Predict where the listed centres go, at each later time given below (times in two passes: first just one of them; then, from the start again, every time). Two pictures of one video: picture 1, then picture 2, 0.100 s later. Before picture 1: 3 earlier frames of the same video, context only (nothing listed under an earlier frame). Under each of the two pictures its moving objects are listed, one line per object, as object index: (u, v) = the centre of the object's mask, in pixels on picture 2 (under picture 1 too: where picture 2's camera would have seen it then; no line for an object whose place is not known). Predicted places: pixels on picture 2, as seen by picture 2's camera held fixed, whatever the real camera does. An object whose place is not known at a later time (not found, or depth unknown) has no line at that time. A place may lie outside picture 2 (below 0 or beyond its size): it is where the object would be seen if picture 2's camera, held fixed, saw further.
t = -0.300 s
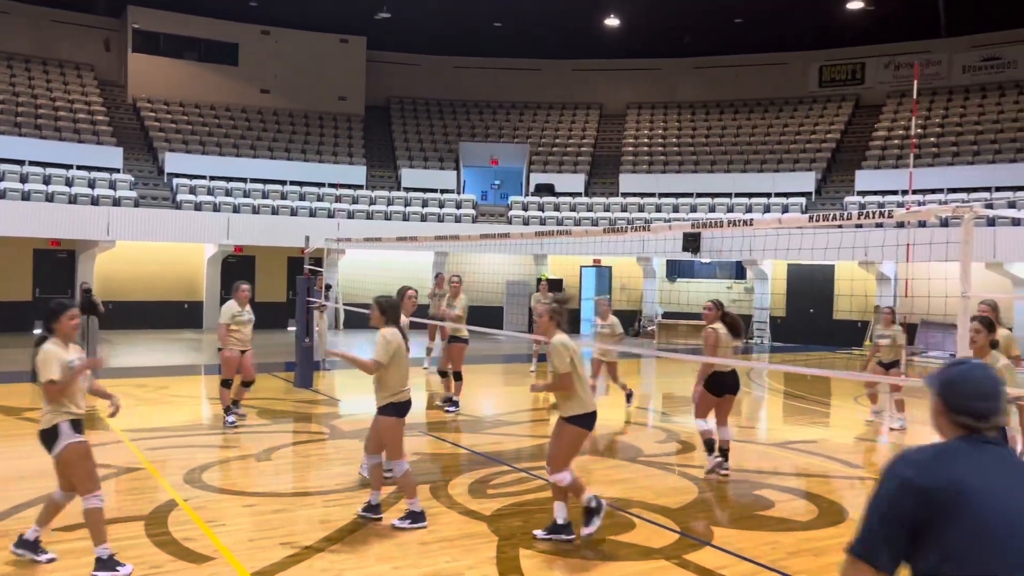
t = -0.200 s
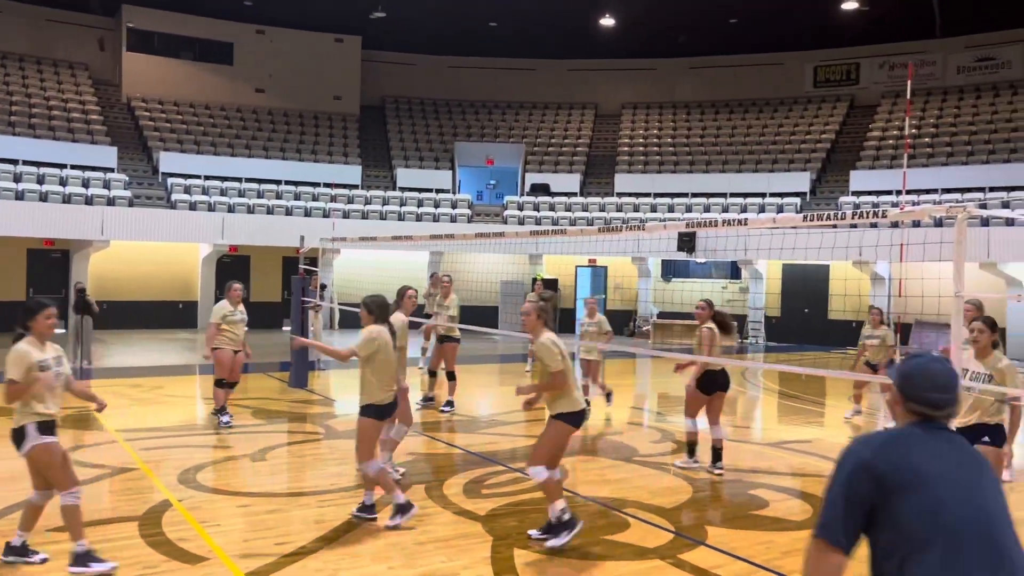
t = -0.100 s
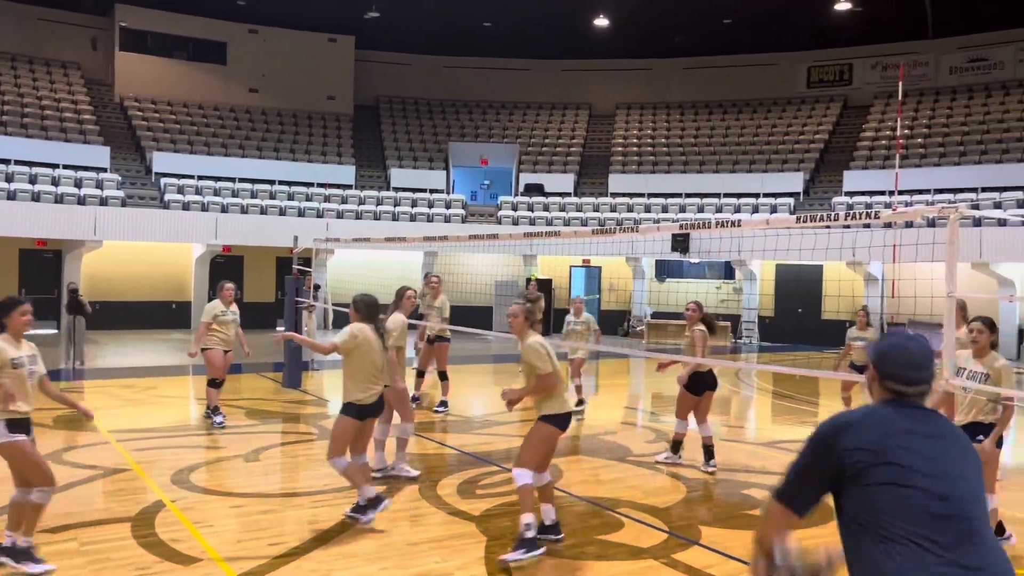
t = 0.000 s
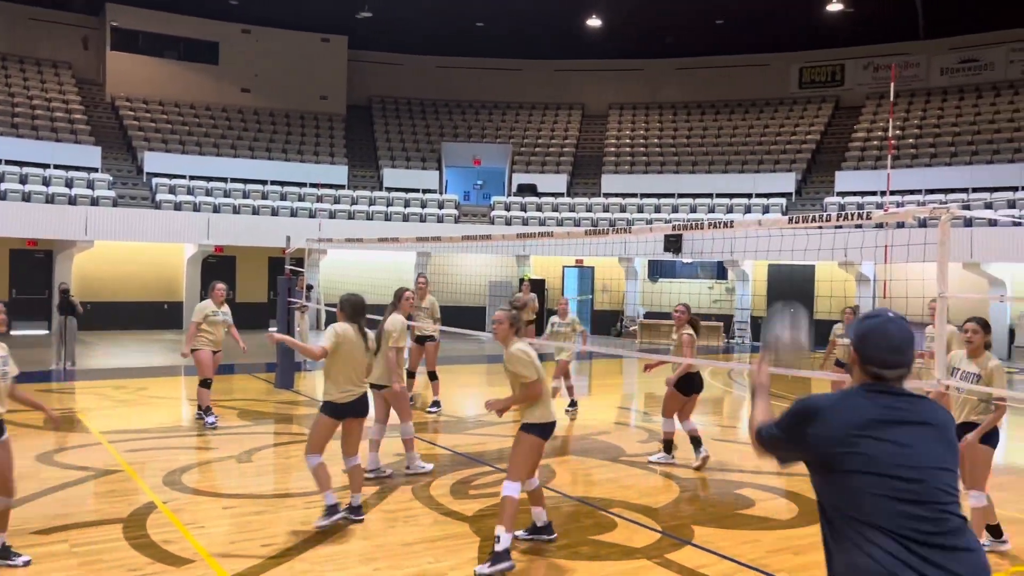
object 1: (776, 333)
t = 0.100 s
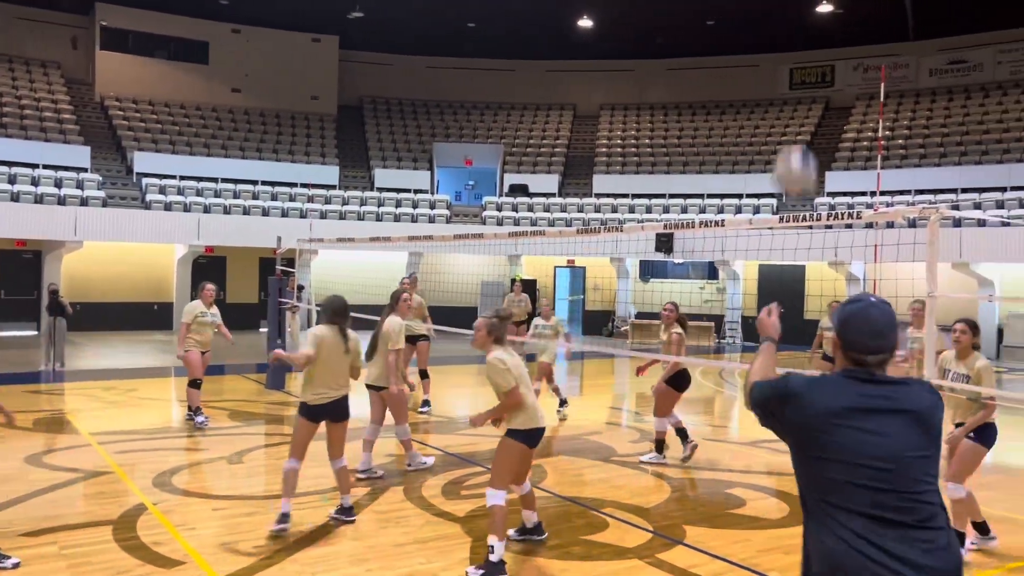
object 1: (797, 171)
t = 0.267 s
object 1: (806, 20)
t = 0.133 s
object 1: (799, 132)
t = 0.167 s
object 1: (802, 97)
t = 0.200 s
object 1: (804, 67)
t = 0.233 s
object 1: (806, 41)
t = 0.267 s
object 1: (806, 20)
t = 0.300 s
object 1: (809, 8)
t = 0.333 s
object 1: (808, 0)
